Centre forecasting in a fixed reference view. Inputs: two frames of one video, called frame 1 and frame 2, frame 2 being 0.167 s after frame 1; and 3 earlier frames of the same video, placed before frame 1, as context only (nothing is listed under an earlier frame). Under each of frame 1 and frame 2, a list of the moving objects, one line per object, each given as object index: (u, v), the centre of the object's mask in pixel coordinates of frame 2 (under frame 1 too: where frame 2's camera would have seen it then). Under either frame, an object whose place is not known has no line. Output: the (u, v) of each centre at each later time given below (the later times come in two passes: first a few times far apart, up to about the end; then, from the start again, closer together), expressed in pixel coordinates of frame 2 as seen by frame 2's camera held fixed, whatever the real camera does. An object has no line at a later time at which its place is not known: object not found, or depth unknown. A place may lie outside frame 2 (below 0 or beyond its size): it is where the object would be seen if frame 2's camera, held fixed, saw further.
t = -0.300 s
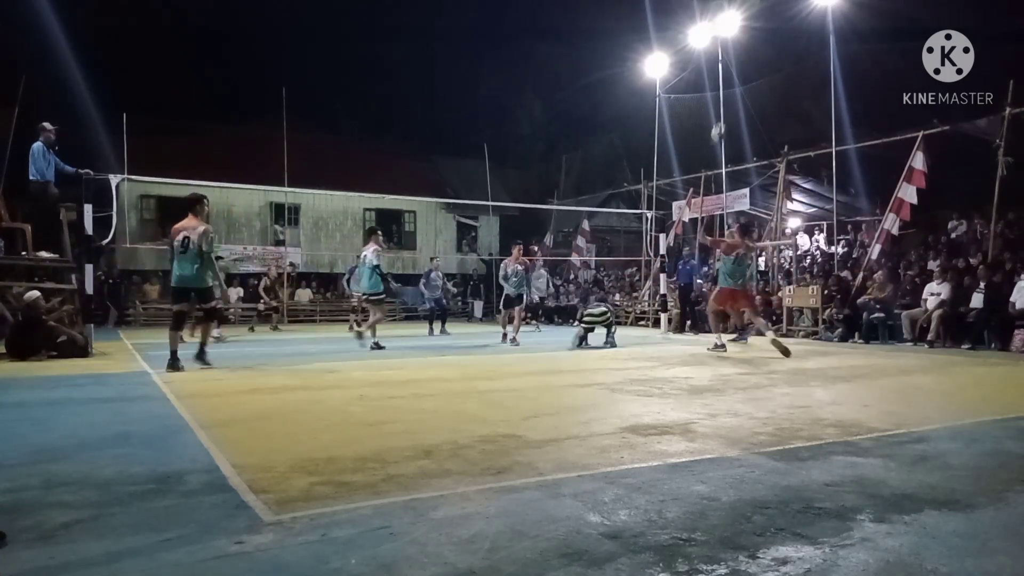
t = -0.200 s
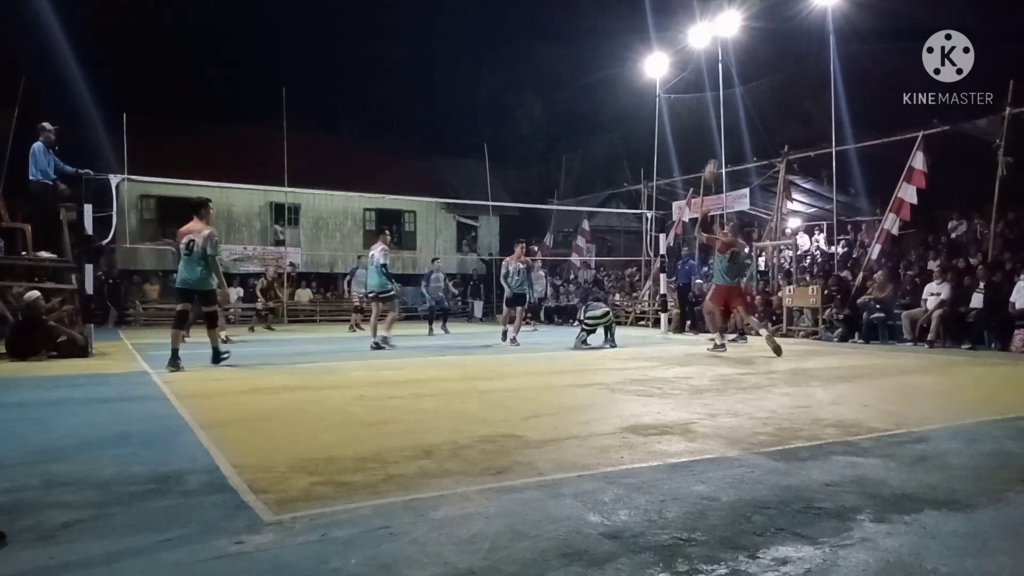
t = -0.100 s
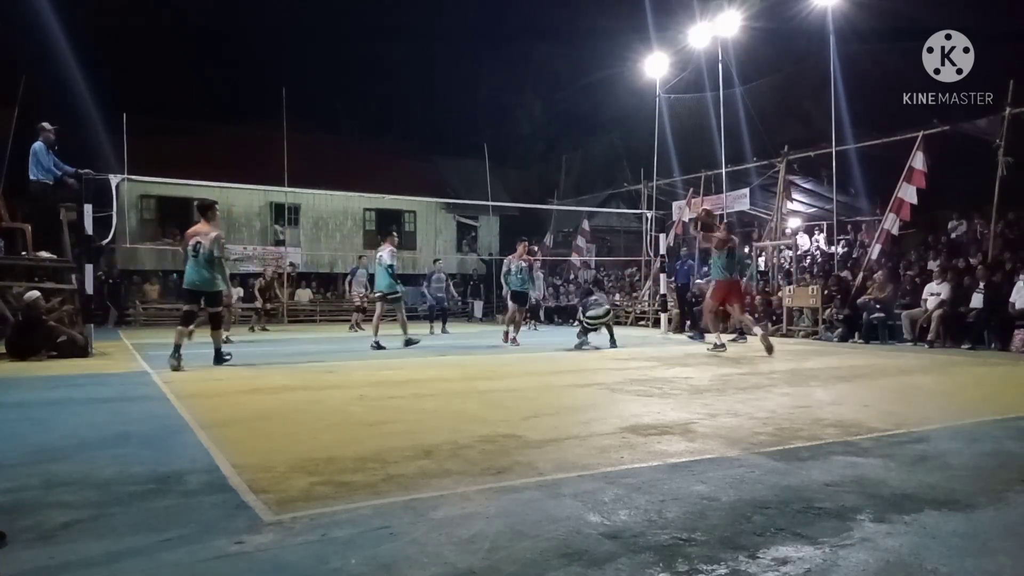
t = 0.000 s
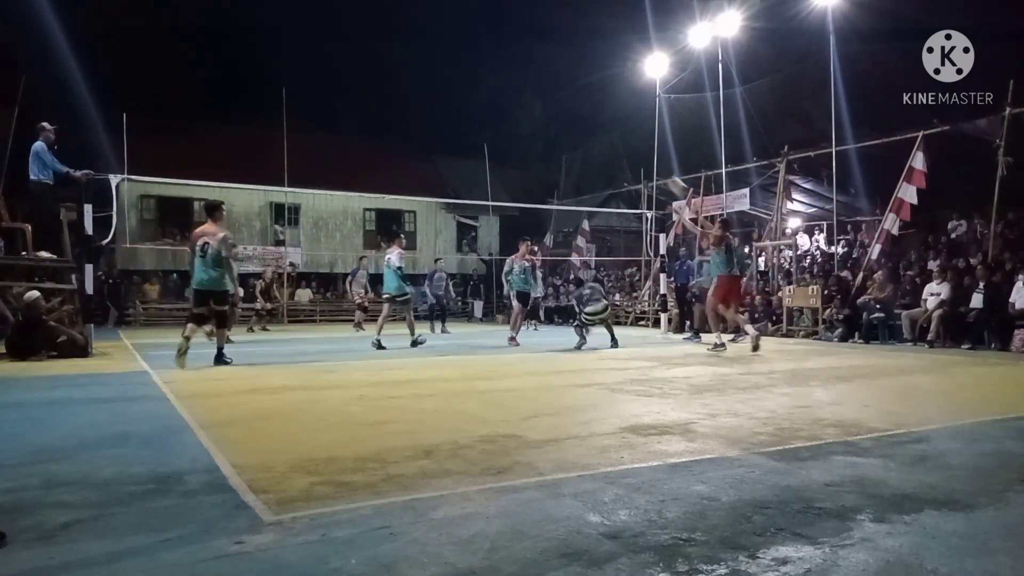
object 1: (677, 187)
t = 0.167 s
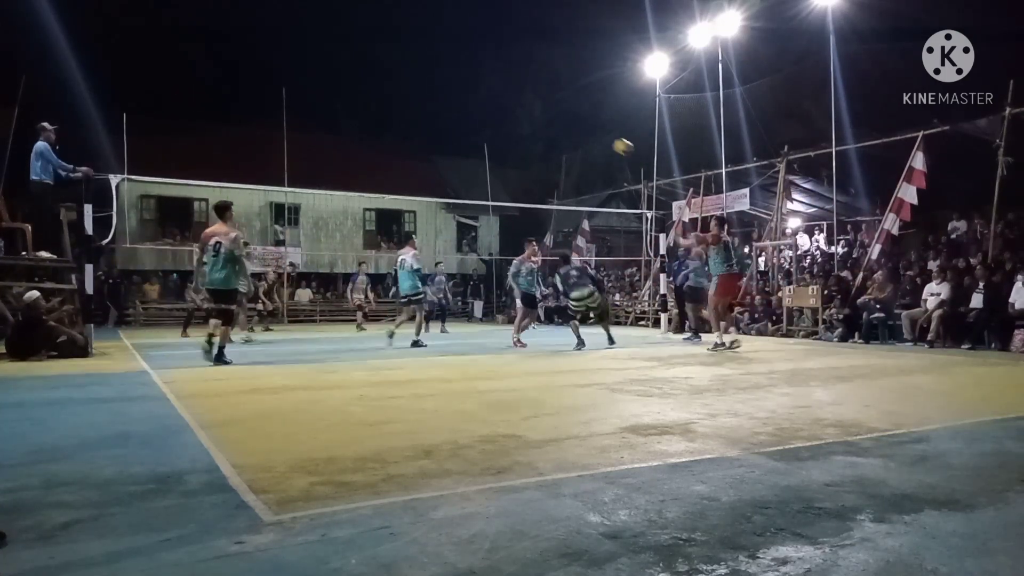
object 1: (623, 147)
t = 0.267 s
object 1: (593, 134)
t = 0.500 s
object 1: (531, 129)
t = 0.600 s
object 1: (508, 137)
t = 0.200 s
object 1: (613, 142)
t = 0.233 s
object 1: (603, 137)
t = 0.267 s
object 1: (593, 134)
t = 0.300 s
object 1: (584, 131)
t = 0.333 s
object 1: (575, 129)
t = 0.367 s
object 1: (566, 128)
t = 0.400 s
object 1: (557, 127)
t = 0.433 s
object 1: (548, 127)
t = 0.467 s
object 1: (540, 128)
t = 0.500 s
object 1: (531, 129)
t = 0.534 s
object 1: (524, 131)
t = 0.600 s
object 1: (508, 137)
